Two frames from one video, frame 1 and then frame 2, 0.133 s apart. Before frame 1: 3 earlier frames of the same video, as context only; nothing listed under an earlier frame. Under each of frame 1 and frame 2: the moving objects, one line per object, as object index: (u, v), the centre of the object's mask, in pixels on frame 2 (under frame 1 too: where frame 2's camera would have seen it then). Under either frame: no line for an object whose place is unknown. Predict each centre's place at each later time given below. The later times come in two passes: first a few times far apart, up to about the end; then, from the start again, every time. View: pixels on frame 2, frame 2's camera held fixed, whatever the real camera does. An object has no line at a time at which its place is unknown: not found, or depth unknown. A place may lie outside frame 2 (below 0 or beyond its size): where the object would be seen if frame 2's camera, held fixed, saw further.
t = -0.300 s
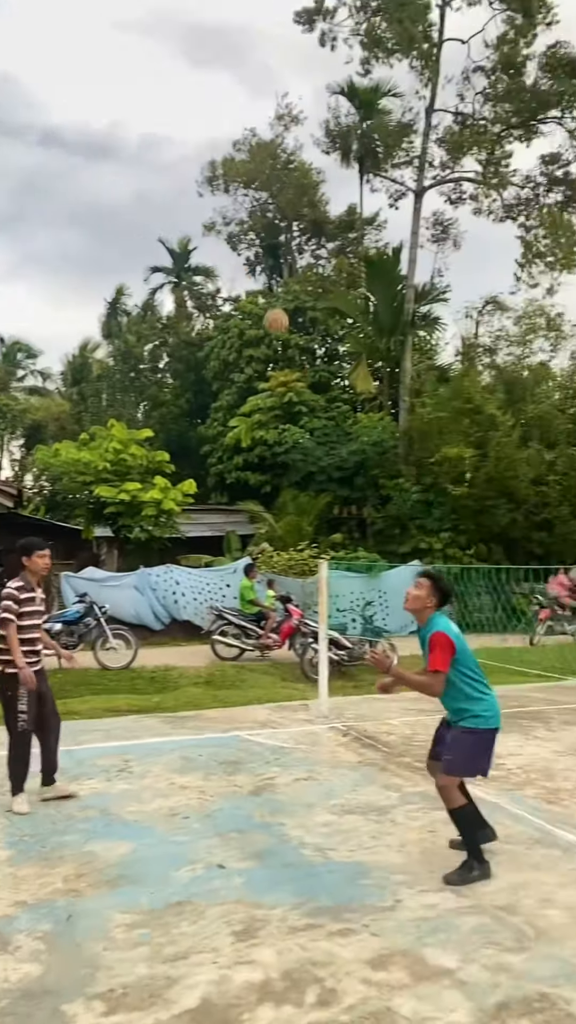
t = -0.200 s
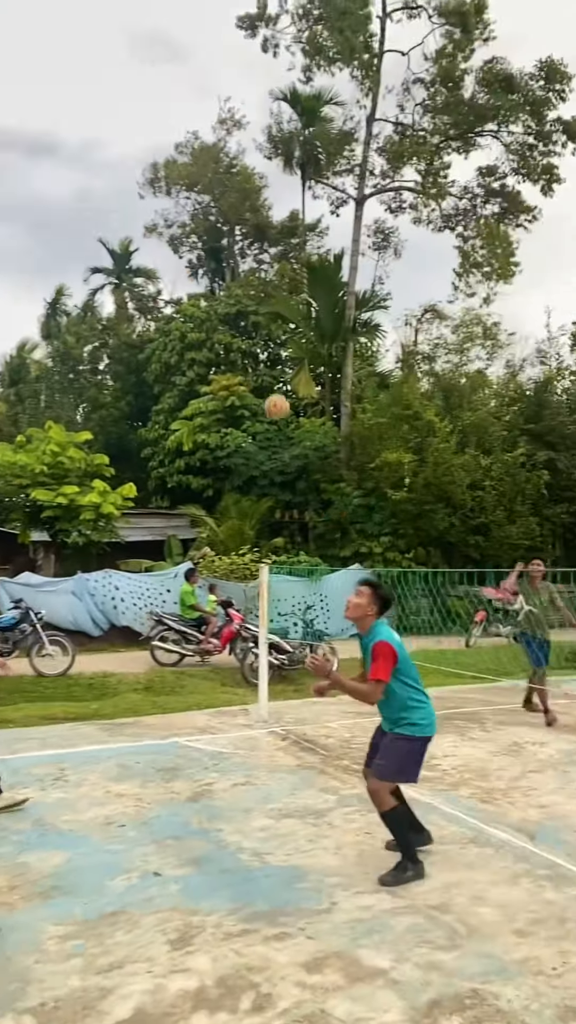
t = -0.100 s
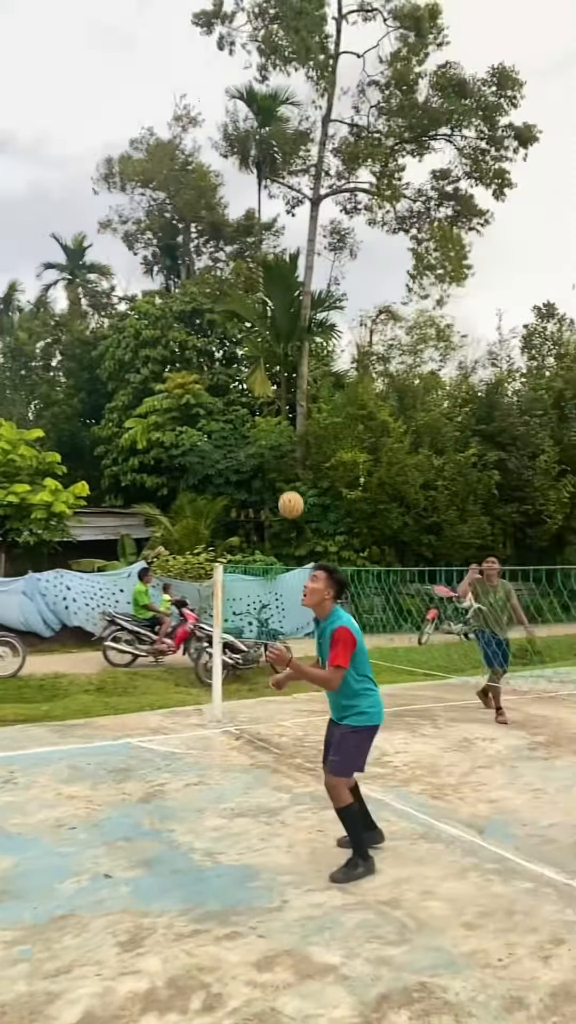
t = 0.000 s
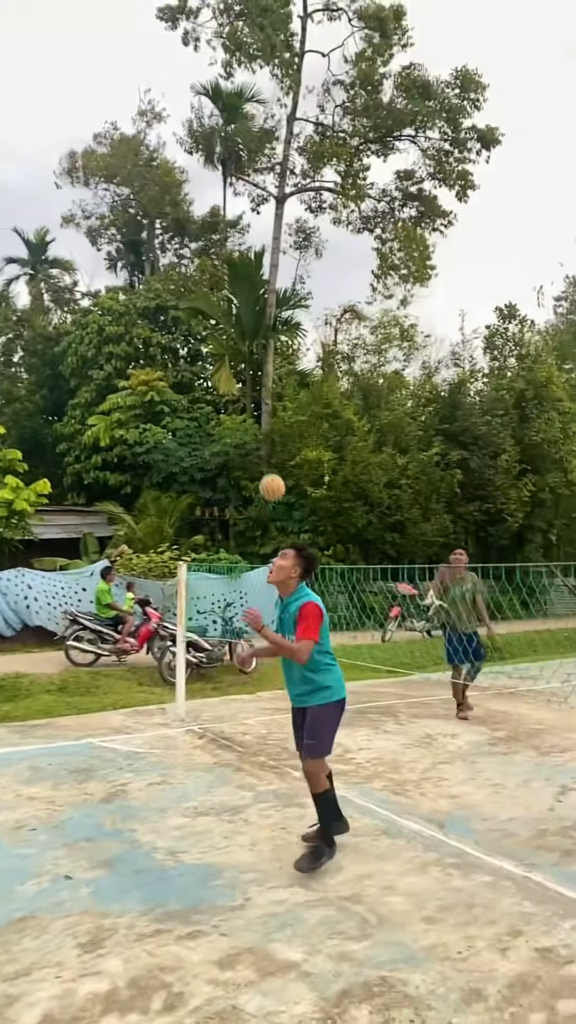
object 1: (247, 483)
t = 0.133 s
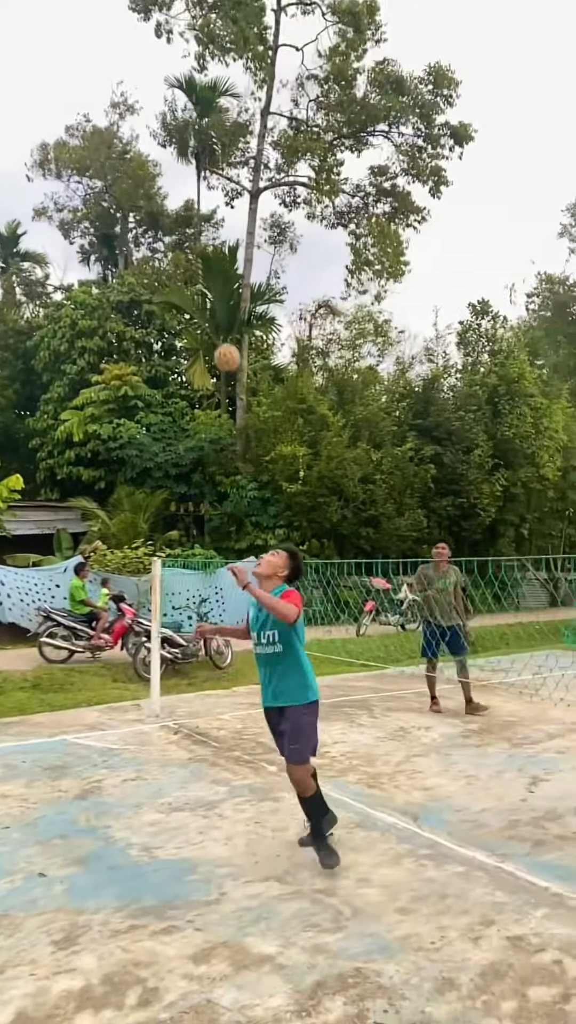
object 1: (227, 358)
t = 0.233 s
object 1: (213, 283)
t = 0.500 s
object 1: (179, 172)
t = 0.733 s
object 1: (149, 186)
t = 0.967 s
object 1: (117, 315)
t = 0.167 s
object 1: (222, 331)
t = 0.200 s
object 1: (217, 307)
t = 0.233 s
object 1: (213, 283)
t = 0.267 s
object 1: (209, 263)
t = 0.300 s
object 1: (204, 244)
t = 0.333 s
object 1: (200, 227)
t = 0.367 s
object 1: (195, 211)
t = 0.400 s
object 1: (191, 200)
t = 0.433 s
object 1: (187, 188)
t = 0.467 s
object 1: (183, 179)
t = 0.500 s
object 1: (179, 172)
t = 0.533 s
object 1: (175, 168)
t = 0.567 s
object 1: (170, 166)
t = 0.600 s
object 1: (166, 166)
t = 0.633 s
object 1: (162, 167)
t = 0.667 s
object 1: (159, 172)
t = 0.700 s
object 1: (154, 178)
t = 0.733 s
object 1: (149, 186)
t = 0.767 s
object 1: (145, 199)
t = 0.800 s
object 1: (140, 212)
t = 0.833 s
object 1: (136, 227)
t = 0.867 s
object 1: (131, 245)
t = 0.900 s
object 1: (126, 266)
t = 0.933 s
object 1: (122, 289)
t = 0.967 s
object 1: (117, 315)
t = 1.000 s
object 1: (113, 344)
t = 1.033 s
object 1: (108, 374)
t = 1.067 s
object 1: (102, 408)
